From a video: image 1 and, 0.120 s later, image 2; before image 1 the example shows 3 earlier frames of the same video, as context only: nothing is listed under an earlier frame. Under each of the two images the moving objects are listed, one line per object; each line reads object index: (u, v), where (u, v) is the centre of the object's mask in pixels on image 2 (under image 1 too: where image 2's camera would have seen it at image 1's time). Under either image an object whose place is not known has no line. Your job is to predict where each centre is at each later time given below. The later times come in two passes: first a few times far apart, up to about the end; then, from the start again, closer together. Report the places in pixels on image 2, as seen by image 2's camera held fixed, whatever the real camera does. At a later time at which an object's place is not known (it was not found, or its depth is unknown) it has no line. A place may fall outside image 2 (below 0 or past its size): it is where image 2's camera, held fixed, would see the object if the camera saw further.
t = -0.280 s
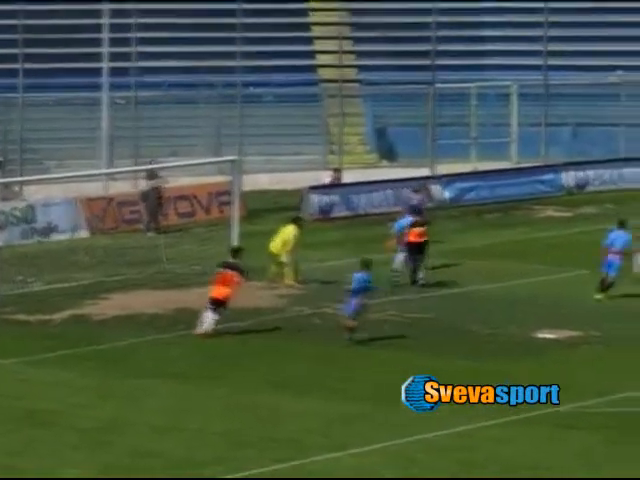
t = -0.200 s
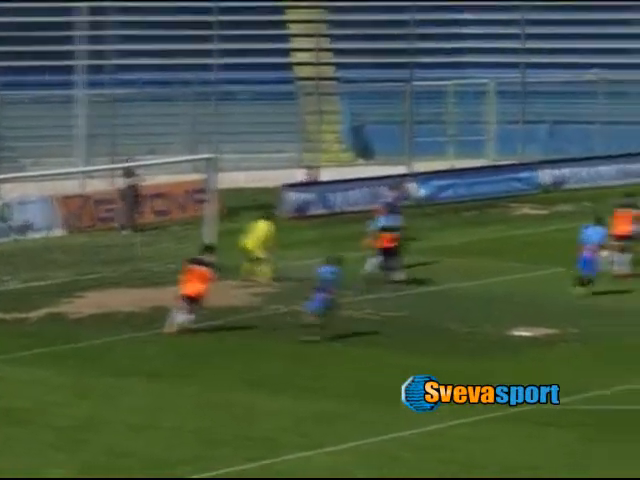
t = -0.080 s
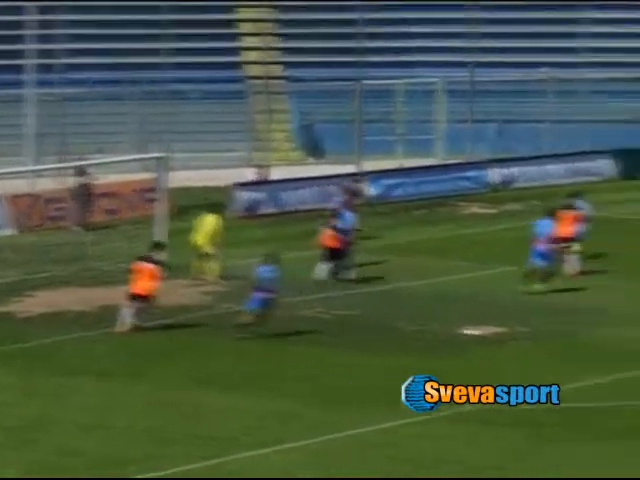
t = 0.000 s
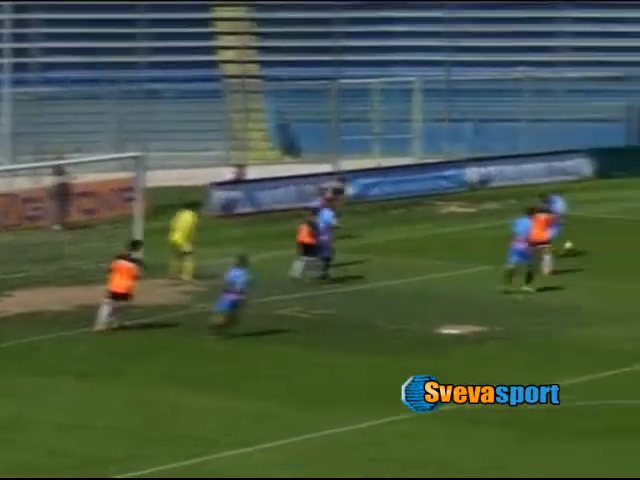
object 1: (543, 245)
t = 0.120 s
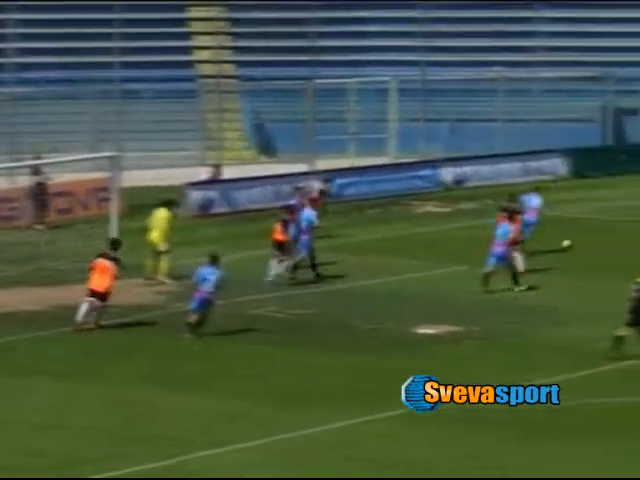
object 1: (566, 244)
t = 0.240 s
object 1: (588, 241)
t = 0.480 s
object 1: (628, 235)
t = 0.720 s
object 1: (666, 231)
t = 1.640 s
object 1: (792, 220)
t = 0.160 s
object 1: (573, 242)
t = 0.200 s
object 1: (581, 242)
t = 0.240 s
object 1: (588, 241)
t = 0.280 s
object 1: (594, 240)
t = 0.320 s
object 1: (601, 238)
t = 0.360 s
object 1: (608, 238)
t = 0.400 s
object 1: (614, 238)
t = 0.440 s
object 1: (622, 238)
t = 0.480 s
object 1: (628, 235)
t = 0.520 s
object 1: (634, 235)
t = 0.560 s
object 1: (640, 234)
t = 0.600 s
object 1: (647, 234)
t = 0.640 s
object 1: (653, 233)
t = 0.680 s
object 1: (659, 232)
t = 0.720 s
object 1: (666, 231)
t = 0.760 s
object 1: (672, 231)
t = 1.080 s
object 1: (718, 227)
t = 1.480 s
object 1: (774, 222)
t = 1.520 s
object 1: (778, 221)
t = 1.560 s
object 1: (783, 221)
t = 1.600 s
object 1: (788, 220)
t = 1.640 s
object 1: (792, 220)
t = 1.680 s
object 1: (796, 219)
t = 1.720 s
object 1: (801, 219)
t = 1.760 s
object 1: (805, 219)
